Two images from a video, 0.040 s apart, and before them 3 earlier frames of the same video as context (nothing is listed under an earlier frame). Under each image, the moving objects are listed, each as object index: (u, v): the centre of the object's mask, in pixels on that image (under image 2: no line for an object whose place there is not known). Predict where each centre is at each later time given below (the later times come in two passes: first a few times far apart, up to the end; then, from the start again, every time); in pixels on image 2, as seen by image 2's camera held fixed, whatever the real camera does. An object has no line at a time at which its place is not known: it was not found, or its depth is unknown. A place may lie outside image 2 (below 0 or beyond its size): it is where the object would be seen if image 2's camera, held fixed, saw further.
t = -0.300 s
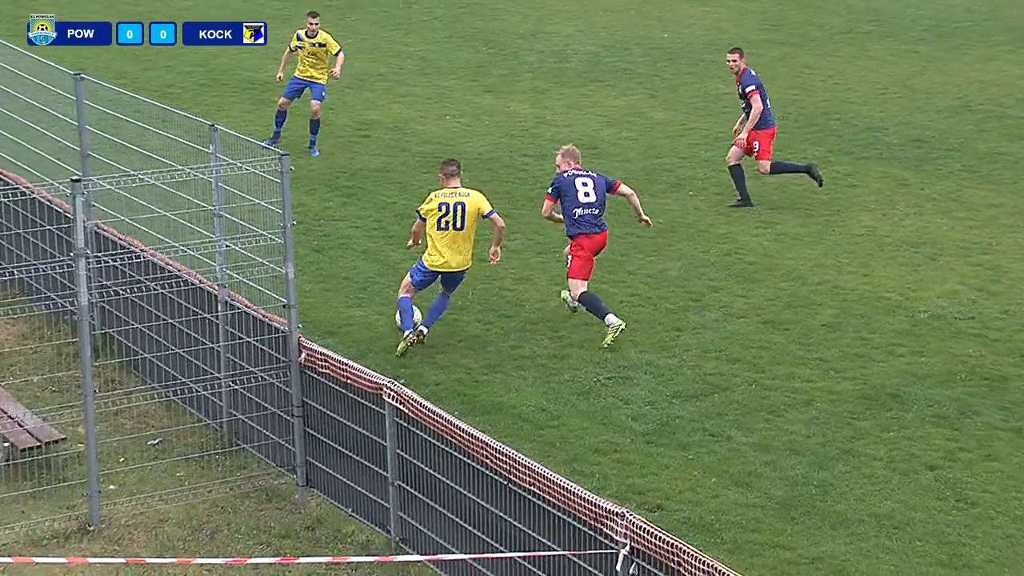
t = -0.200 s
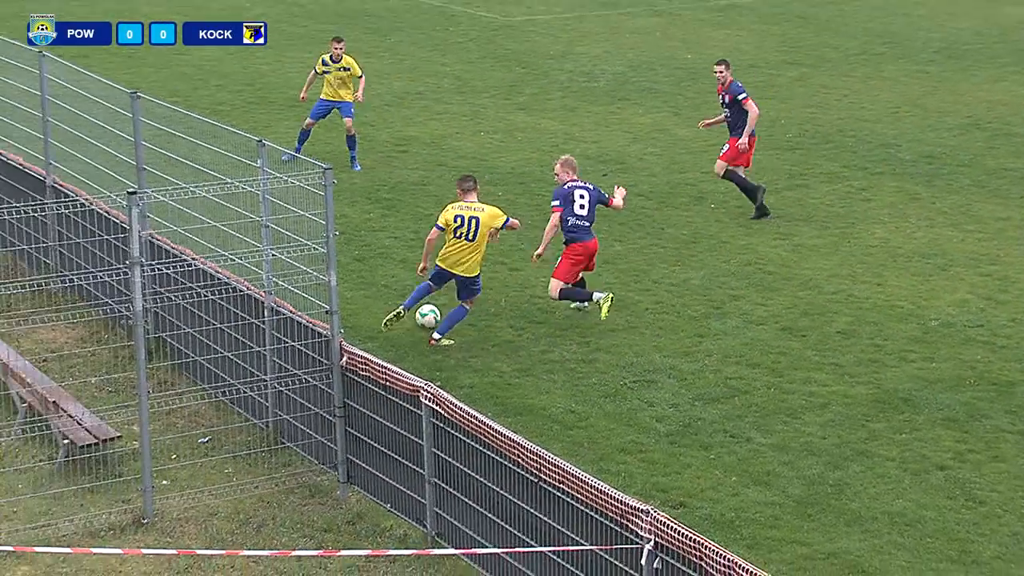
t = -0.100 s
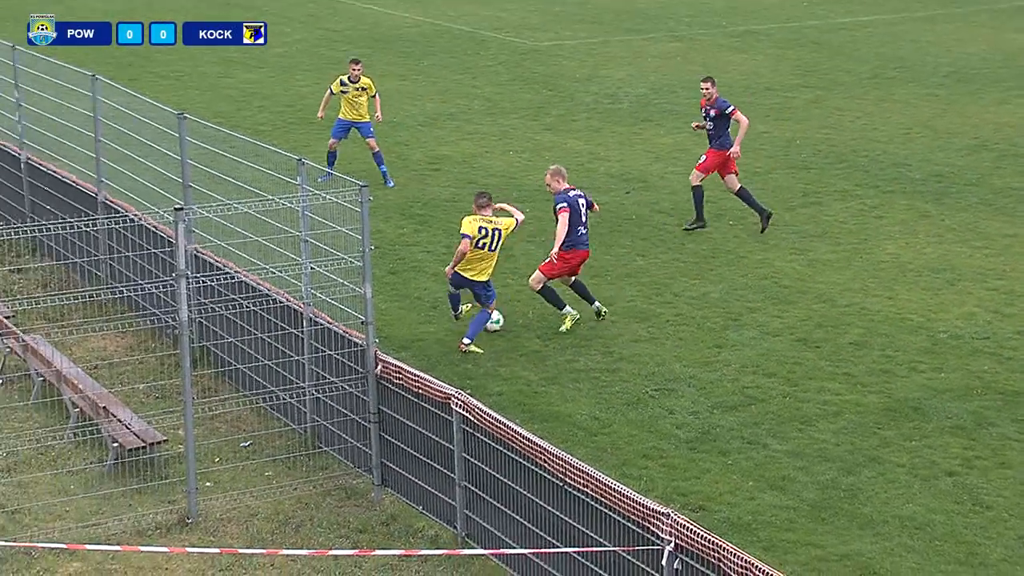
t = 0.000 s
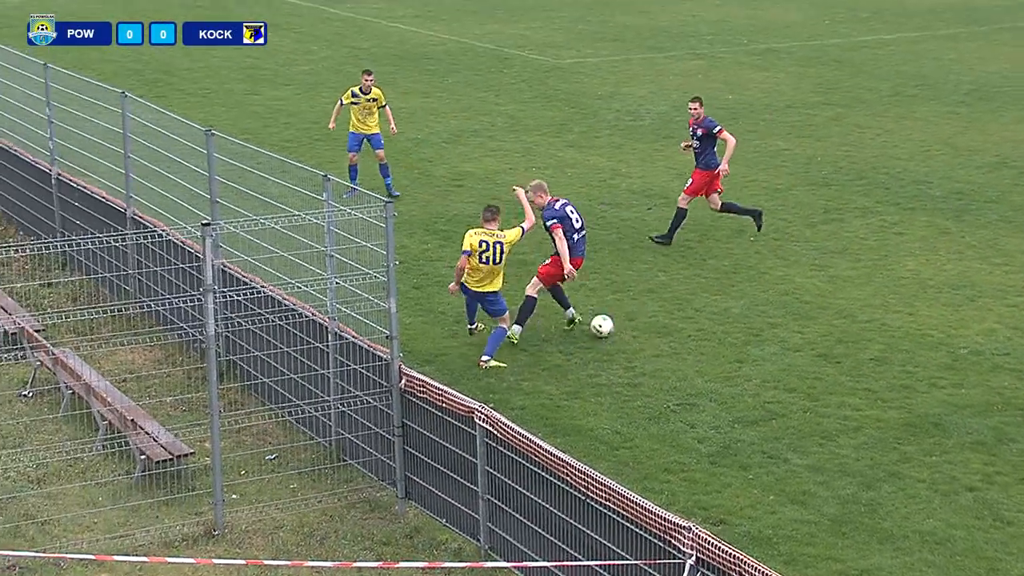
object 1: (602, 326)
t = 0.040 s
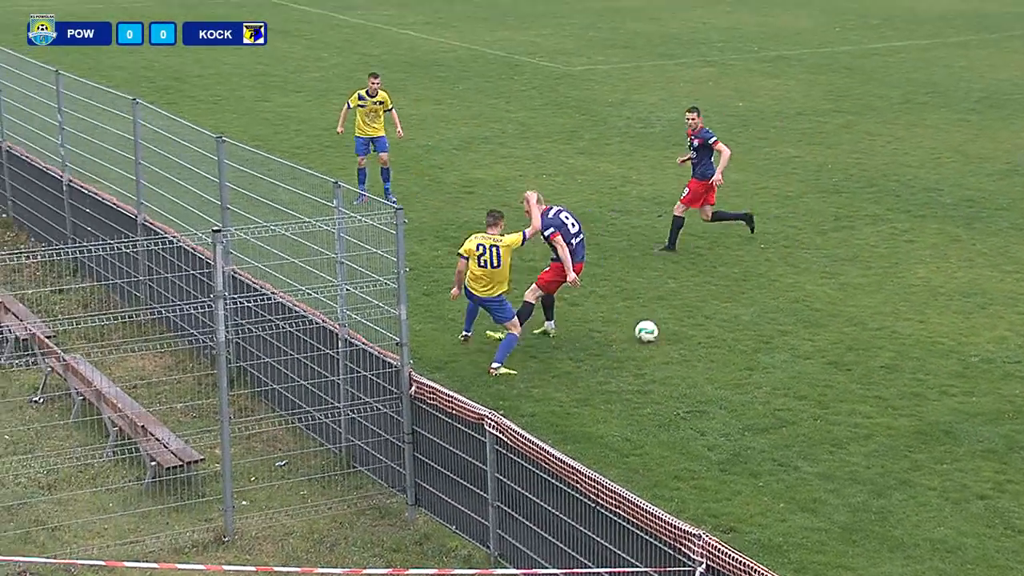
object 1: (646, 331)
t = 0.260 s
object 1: (809, 317)
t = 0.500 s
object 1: (952, 306)
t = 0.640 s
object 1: (1019, 300)
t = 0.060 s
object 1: (663, 330)
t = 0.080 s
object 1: (678, 328)
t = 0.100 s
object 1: (693, 325)
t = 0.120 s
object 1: (708, 322)
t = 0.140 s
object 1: (723, 321)
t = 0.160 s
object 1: (738, 320)
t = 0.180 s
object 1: (753, 319)
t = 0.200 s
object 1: (767, 318)
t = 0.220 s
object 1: (782, 318)
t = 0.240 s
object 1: (796, 318)
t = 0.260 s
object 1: (809, 317)
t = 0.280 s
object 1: (823, 316)
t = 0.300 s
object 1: (835, 315)
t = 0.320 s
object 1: (848, 313)
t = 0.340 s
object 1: (861, 312)
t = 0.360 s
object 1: (873, 311)
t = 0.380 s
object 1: (885, 311)
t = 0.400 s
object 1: (897, 311)
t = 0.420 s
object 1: (909, 311)
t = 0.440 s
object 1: (920, 309)
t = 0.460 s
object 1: (931, 308)
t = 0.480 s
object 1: (941, 307)
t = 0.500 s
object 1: (952, 306)
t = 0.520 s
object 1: (962, 306)
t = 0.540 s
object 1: (973, 305)
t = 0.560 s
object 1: (982, 304)
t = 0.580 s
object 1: (991, 303)
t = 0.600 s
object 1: (1000, 301)
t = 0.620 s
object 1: (1009, 301)
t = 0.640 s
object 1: (1019, 300)
